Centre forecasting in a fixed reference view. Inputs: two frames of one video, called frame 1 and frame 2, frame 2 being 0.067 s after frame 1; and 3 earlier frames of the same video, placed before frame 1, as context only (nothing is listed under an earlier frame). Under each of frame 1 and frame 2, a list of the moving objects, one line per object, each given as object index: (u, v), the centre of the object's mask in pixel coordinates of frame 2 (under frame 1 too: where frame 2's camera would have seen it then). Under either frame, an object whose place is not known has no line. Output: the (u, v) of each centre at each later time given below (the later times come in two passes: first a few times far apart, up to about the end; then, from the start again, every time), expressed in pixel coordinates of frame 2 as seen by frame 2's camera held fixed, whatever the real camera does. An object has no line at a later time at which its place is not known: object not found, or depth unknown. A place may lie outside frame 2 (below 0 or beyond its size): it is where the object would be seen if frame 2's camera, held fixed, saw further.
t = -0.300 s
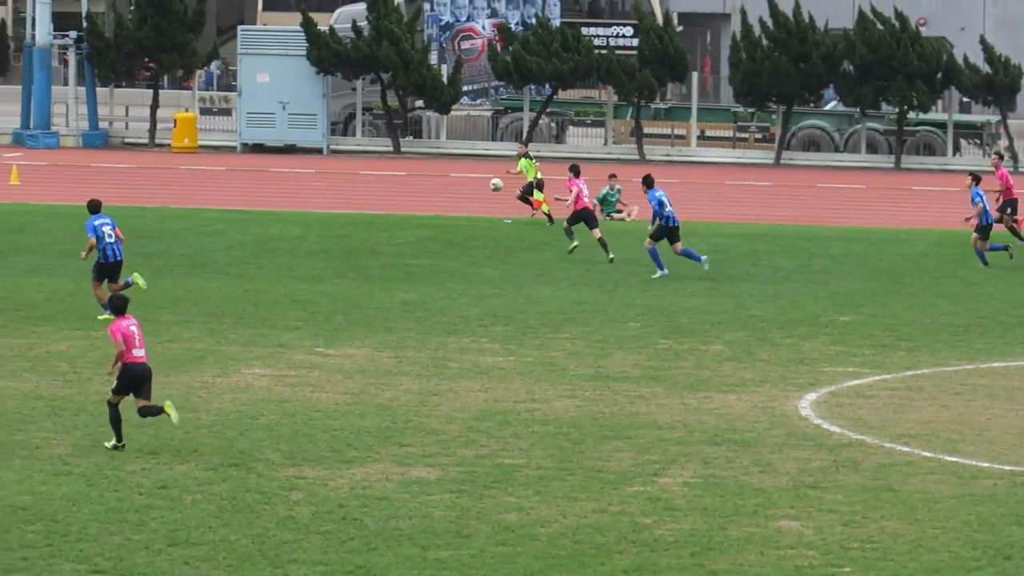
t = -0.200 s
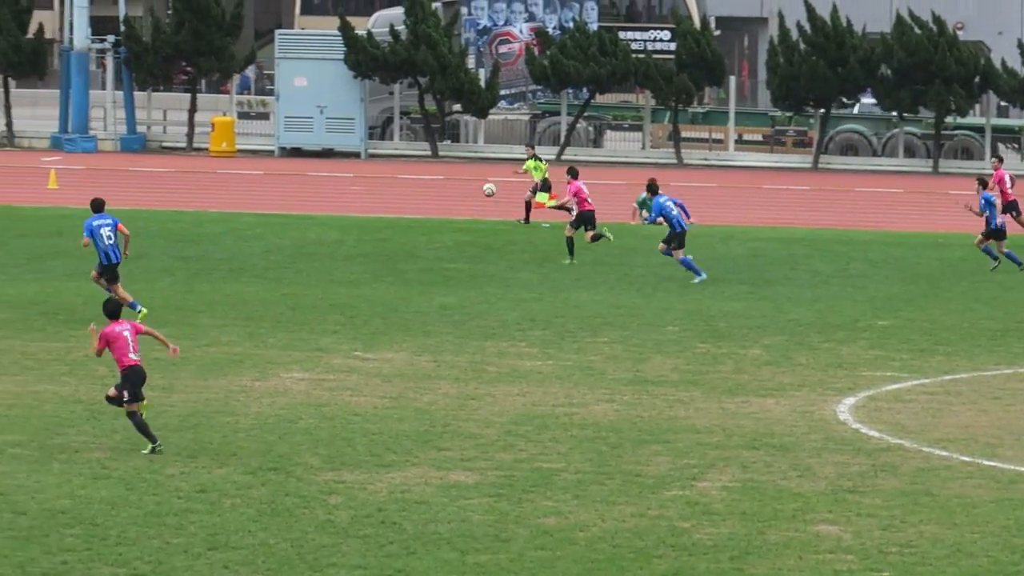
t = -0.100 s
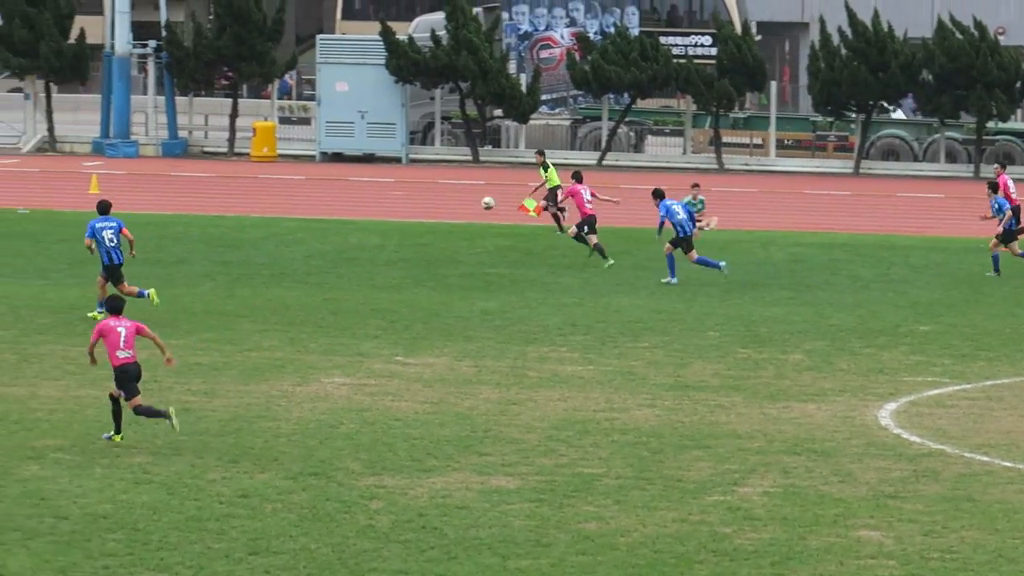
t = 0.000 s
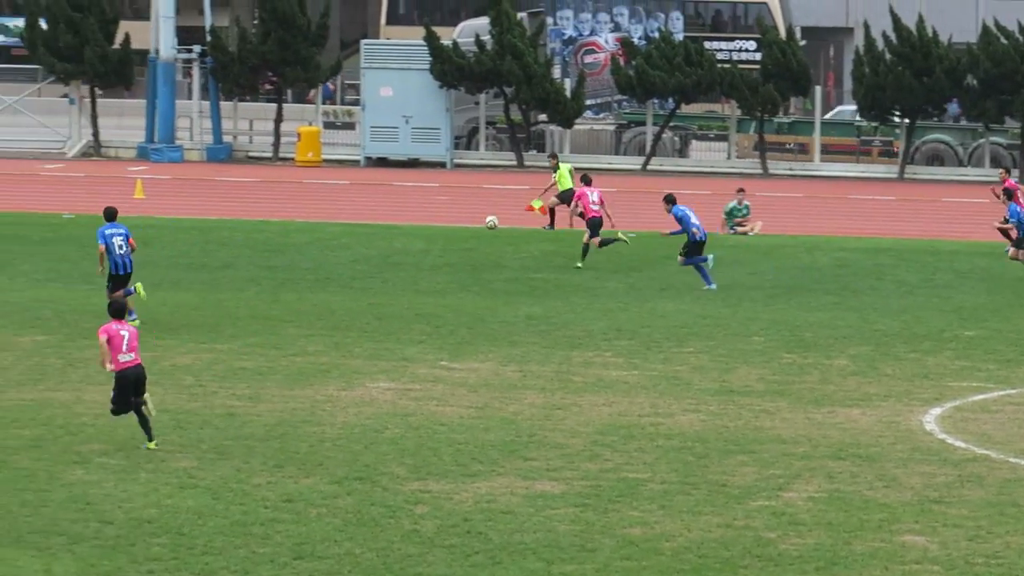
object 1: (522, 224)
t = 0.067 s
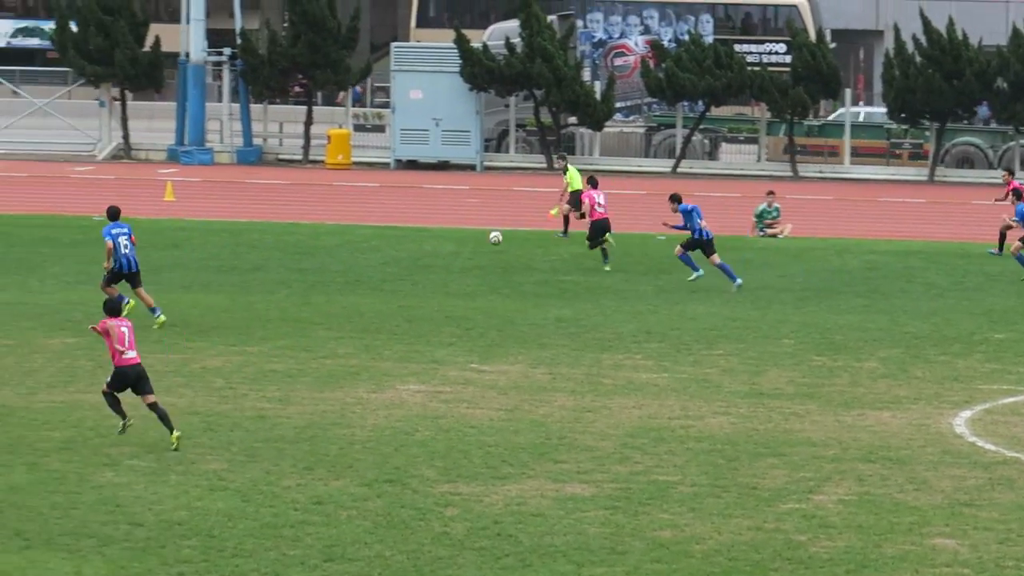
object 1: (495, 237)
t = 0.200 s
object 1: (444, 250)
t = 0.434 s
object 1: (356, 225)
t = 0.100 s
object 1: (482, 246)
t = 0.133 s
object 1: (471, 254)
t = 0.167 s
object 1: (458, 257)
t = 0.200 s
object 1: (444, 250)
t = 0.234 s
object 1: (431, 244)
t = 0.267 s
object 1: (420, 240)
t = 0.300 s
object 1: (406, 235)
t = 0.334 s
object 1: (393, 232)
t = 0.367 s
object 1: (380, 229)
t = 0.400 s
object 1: (368, 226)
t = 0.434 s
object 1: (356, 225)
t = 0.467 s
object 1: (343, 224)
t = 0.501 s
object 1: (331, 224)
